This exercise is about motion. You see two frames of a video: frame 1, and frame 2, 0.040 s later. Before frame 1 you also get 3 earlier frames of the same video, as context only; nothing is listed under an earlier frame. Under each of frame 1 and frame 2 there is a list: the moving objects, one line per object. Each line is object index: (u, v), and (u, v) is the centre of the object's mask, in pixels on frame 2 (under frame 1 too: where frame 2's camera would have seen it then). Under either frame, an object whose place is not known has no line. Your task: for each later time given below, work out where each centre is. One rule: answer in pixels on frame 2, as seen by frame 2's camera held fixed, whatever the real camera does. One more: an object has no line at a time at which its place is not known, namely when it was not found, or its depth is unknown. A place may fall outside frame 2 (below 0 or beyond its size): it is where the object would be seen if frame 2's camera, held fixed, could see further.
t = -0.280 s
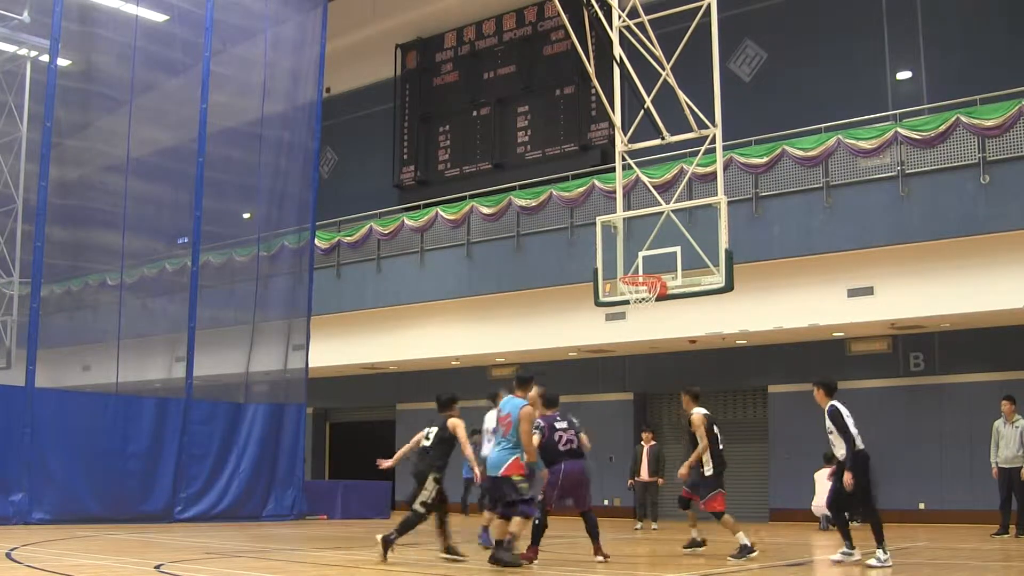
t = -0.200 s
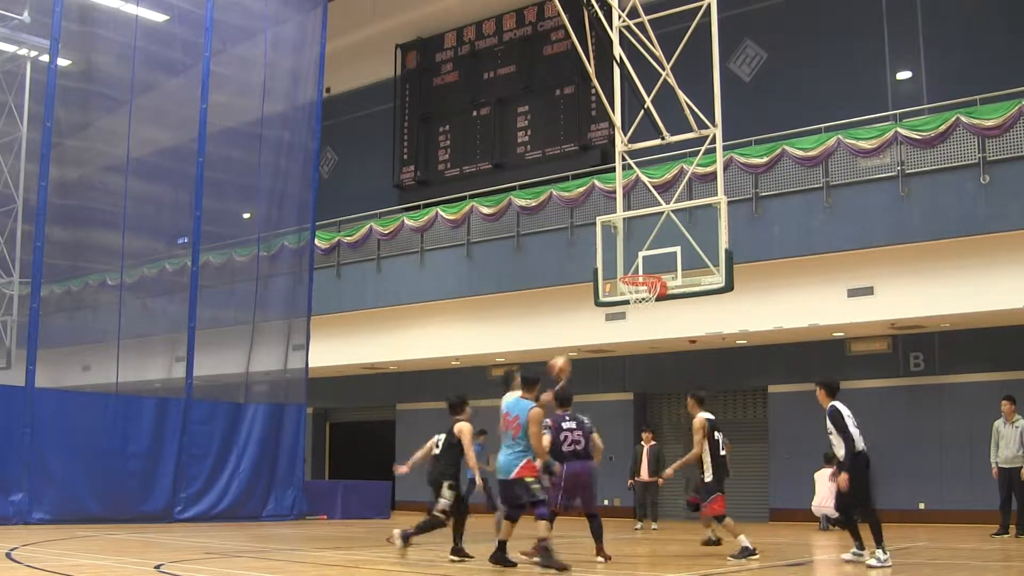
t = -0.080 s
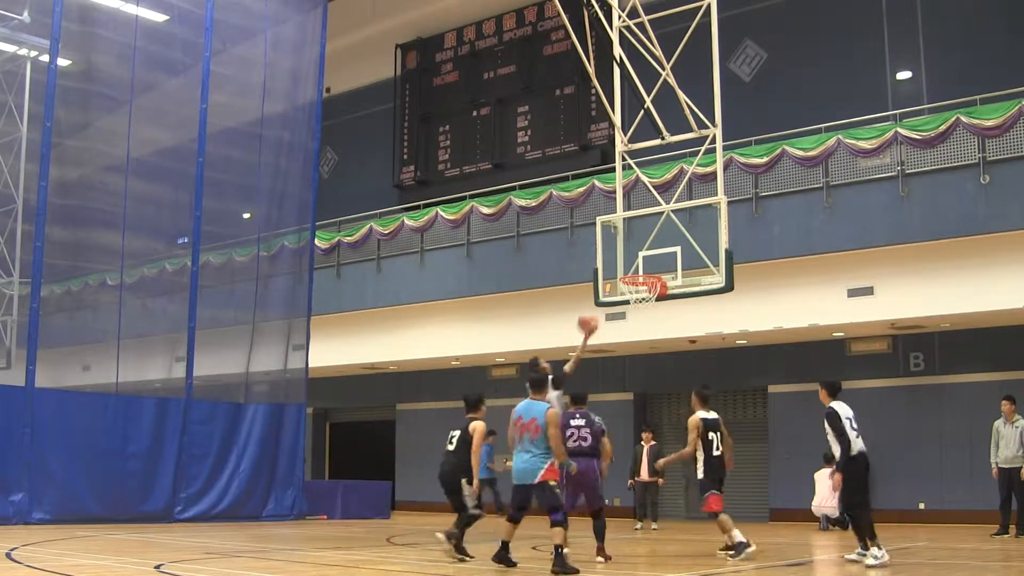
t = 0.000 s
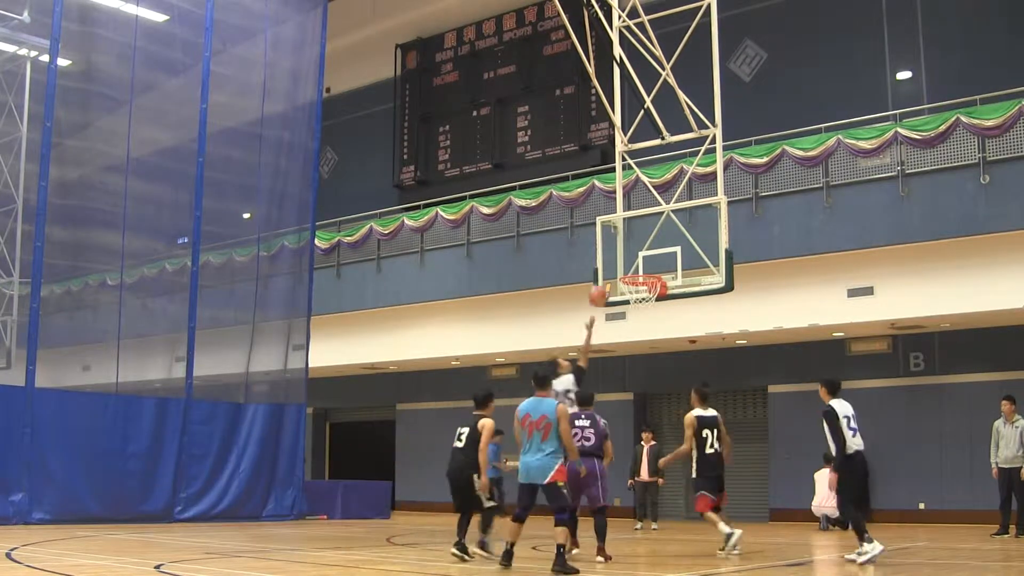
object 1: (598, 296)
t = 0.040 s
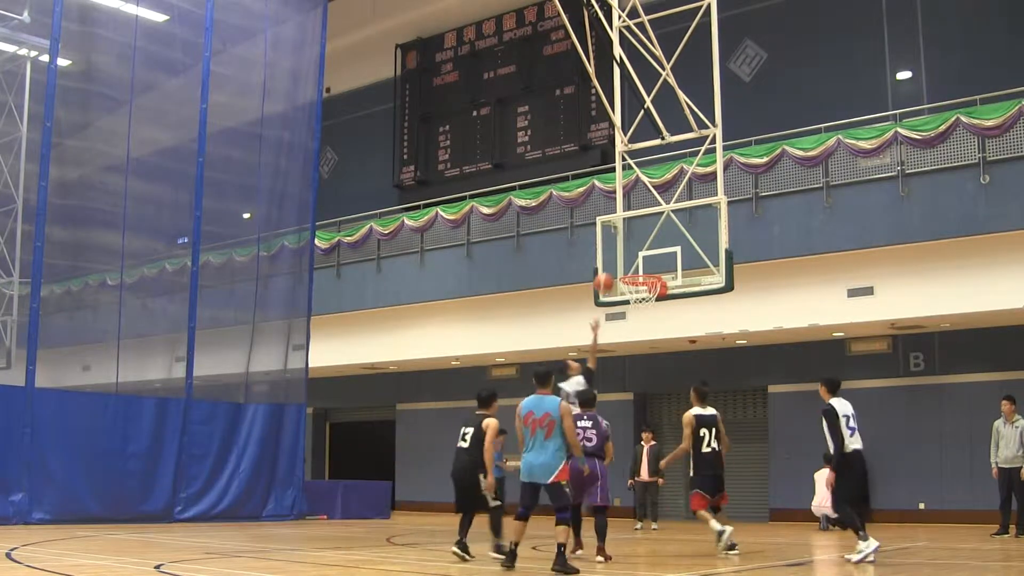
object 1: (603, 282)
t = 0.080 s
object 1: (608, 273)
